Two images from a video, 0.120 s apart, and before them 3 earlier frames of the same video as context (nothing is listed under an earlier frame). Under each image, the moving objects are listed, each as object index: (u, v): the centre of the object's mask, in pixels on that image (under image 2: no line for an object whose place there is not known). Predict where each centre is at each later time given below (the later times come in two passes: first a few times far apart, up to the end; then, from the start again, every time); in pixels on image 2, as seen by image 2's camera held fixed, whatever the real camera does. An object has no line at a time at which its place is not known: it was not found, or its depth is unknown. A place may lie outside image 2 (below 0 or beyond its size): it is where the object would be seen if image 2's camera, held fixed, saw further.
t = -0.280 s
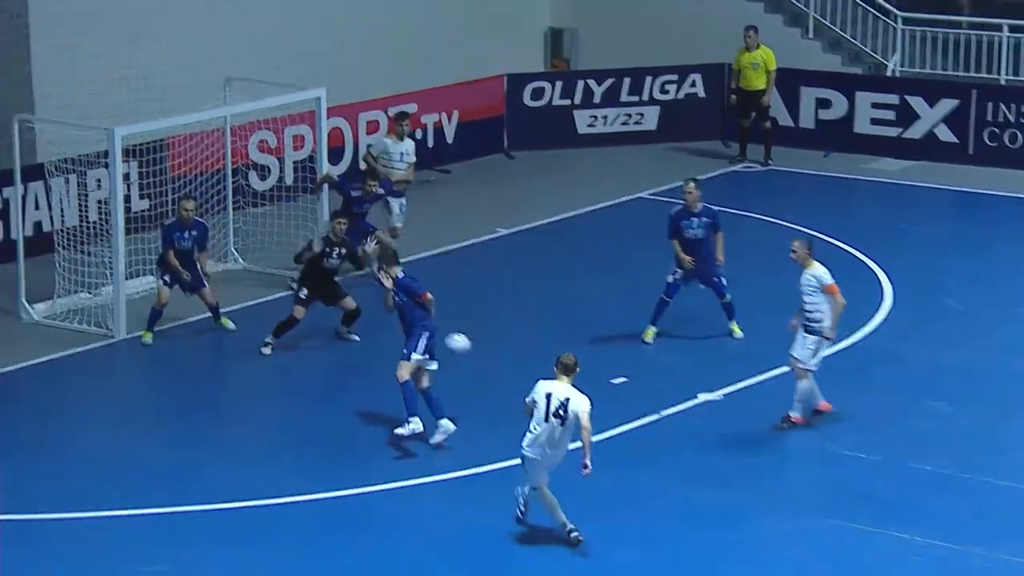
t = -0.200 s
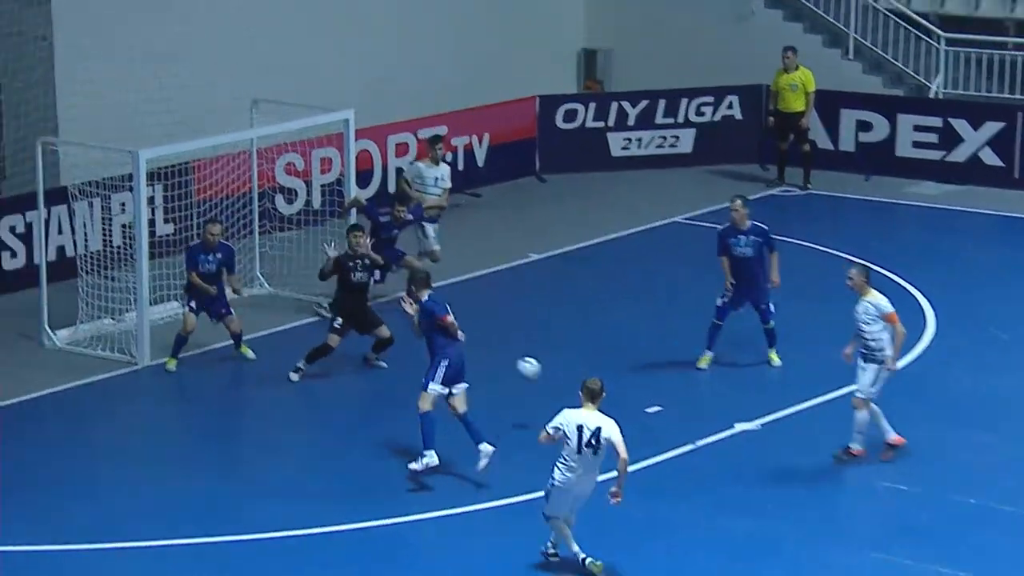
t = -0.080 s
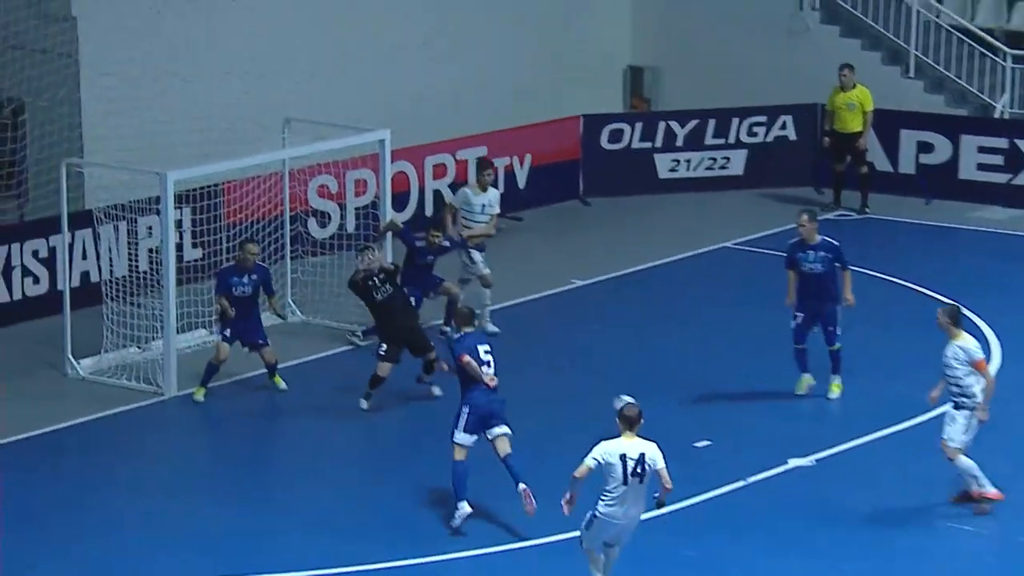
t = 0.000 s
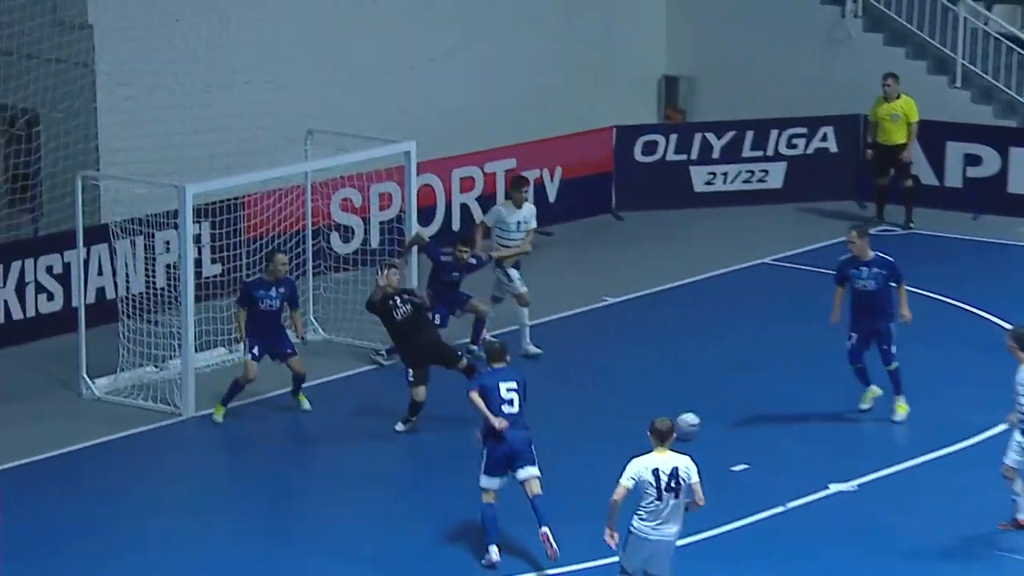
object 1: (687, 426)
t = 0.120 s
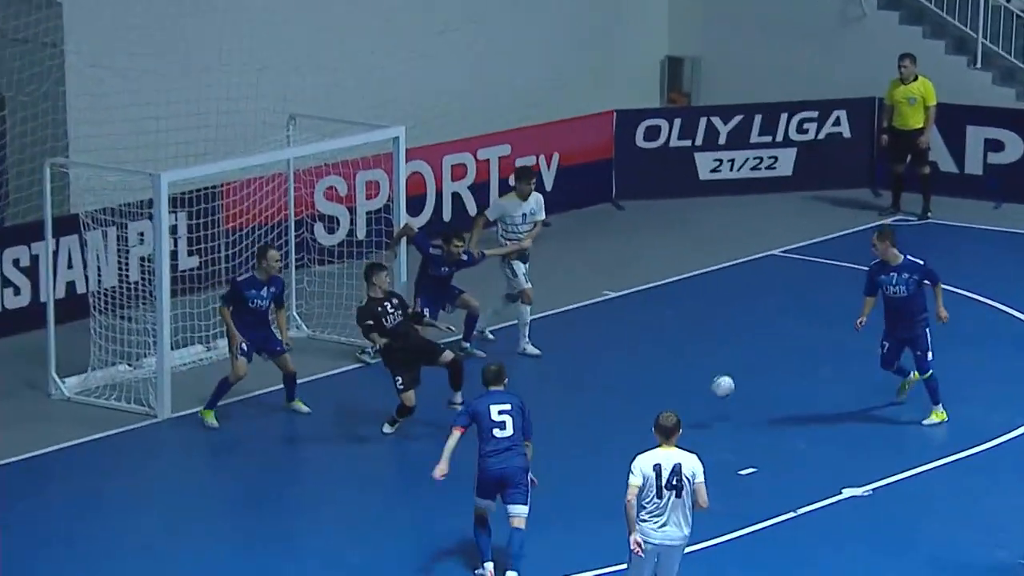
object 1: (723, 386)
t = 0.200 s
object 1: (742, 371)
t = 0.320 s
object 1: (768, 363)
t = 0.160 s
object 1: (733, 377)
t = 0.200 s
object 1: (742, 371)
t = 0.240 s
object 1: (750, 366)
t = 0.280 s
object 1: (760, 364)
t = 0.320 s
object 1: (768, 363)
